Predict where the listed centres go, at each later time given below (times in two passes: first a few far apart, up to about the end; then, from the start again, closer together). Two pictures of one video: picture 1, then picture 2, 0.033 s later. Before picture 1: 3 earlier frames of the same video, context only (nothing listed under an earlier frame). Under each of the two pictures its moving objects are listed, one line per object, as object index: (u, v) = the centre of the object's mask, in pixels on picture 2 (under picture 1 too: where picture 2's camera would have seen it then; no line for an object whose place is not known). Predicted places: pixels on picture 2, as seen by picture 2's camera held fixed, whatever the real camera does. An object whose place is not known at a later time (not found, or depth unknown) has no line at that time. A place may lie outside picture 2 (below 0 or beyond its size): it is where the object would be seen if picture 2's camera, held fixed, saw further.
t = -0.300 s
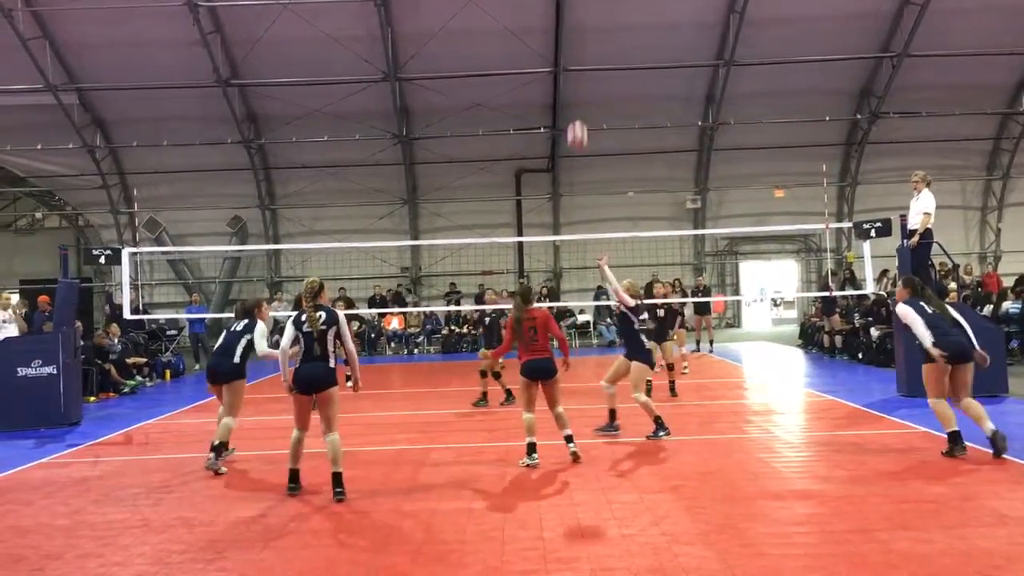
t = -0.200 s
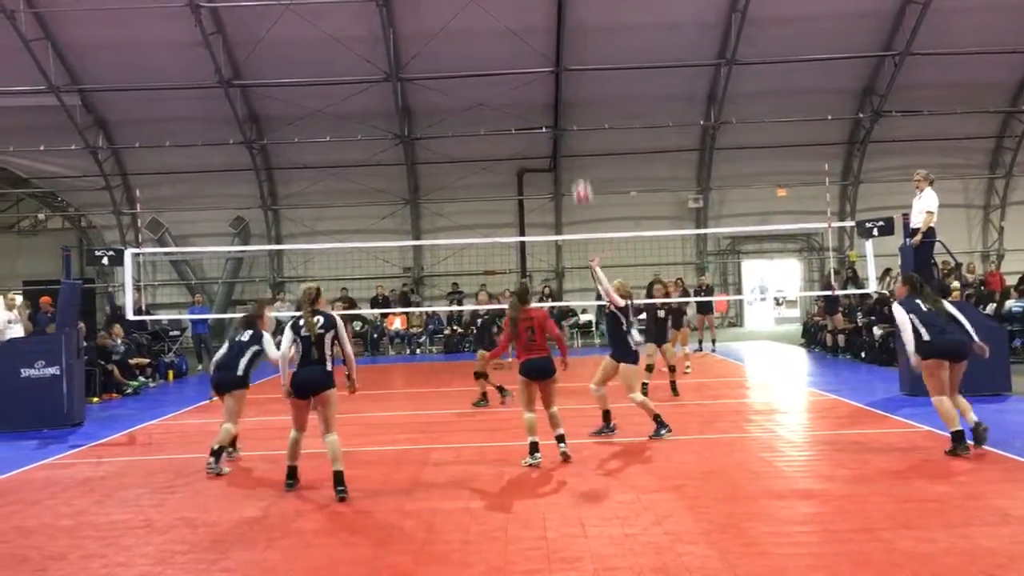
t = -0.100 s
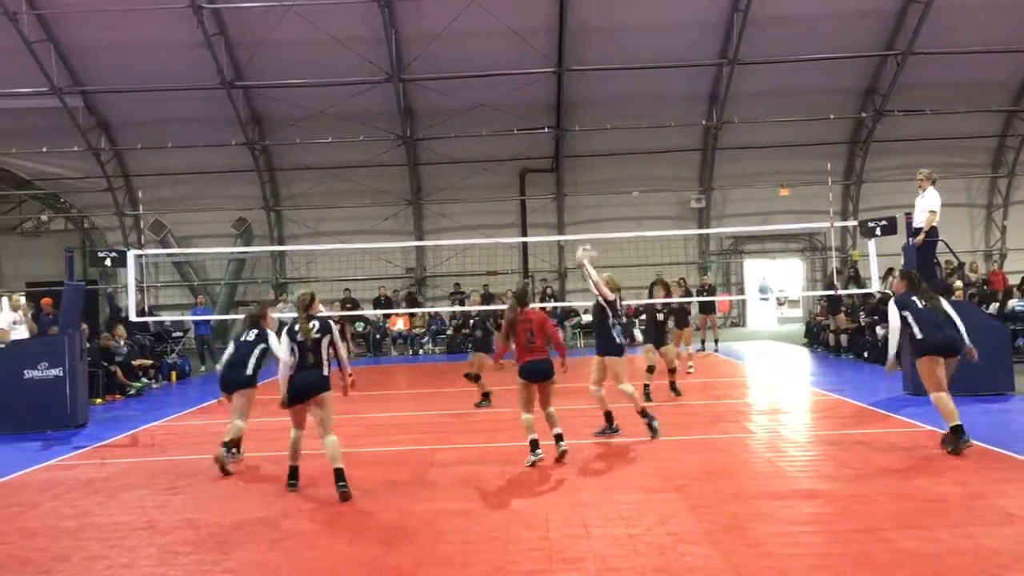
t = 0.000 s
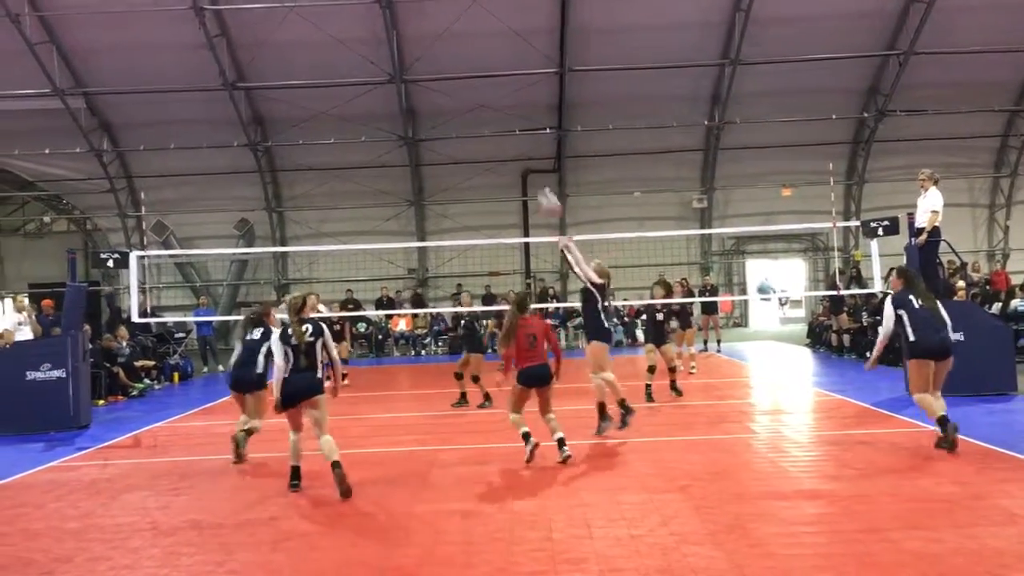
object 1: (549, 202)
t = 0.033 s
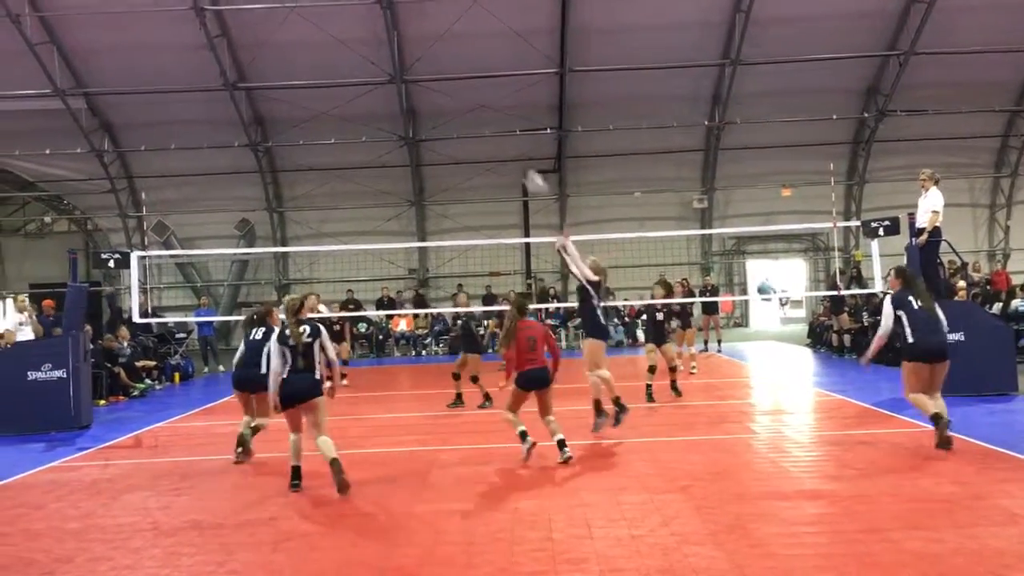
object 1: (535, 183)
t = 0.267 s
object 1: (437, 86)
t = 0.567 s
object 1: (324, 37)
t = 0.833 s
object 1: (235, 60)
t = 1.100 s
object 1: (154, 143)
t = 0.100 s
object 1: (505, 149)
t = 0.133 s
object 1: (492, 135)
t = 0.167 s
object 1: (477, 120)
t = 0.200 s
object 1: (464, 109)
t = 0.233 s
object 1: (450, 97)
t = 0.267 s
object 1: (437, 86)
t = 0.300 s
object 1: (423, 76)
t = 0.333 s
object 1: (410, 66)
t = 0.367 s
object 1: (398, 59)
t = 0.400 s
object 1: (386, 53)
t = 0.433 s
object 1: (373, 46)
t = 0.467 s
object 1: (360, 42)
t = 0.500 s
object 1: (348, 39)
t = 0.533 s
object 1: (336, 37)
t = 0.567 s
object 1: (324, 37)
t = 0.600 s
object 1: (312, 36)
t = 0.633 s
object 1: (300, 36)
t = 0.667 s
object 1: (290, 38)
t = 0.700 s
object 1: (279, 40)
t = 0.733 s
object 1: (267, 44)
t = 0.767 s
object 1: (257, 49)
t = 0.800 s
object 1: (246, 54)
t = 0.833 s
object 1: (235, 60)
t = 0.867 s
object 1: (224, 68)
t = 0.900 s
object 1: (213, 76)
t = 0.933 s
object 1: (203, 84)
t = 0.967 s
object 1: (191, 94)
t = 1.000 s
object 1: (183, 104)
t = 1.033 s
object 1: (174, 116)
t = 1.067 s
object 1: (164, 130)
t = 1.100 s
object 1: (154, 143)
